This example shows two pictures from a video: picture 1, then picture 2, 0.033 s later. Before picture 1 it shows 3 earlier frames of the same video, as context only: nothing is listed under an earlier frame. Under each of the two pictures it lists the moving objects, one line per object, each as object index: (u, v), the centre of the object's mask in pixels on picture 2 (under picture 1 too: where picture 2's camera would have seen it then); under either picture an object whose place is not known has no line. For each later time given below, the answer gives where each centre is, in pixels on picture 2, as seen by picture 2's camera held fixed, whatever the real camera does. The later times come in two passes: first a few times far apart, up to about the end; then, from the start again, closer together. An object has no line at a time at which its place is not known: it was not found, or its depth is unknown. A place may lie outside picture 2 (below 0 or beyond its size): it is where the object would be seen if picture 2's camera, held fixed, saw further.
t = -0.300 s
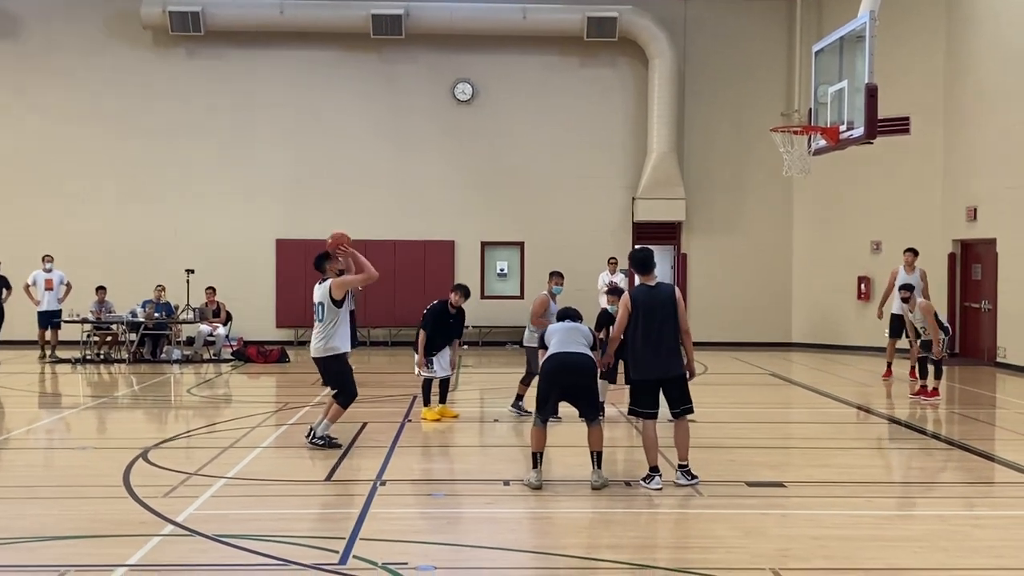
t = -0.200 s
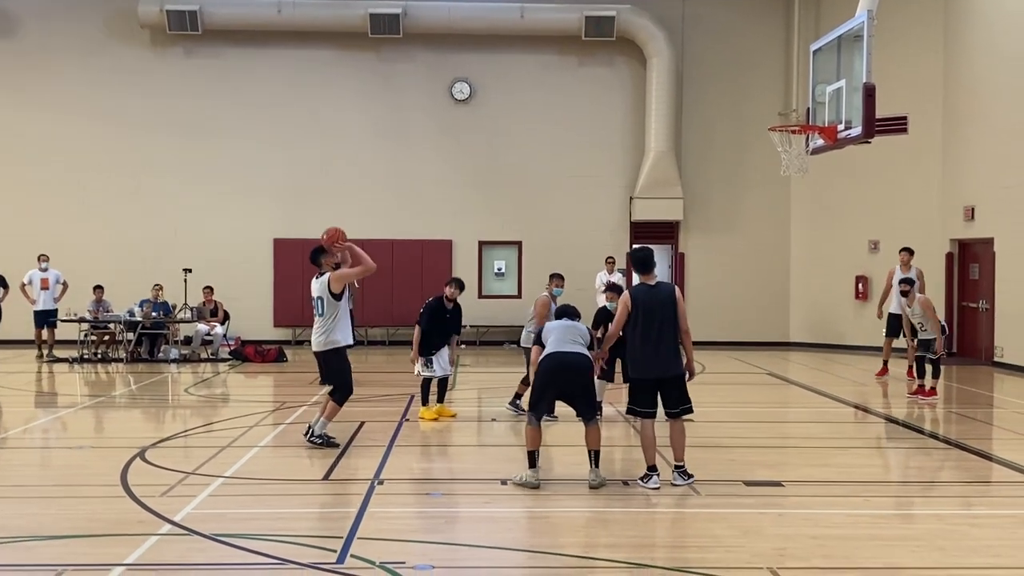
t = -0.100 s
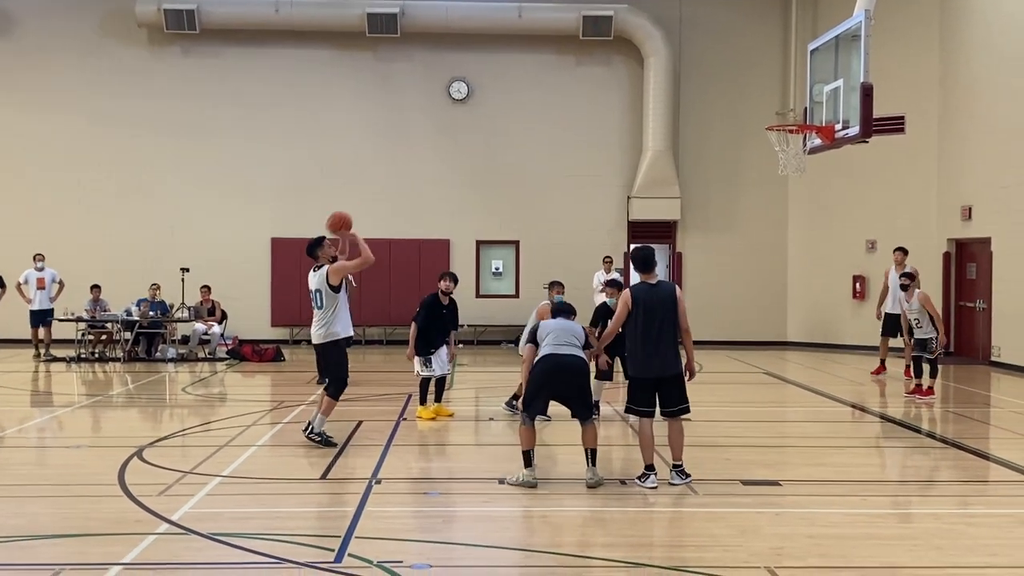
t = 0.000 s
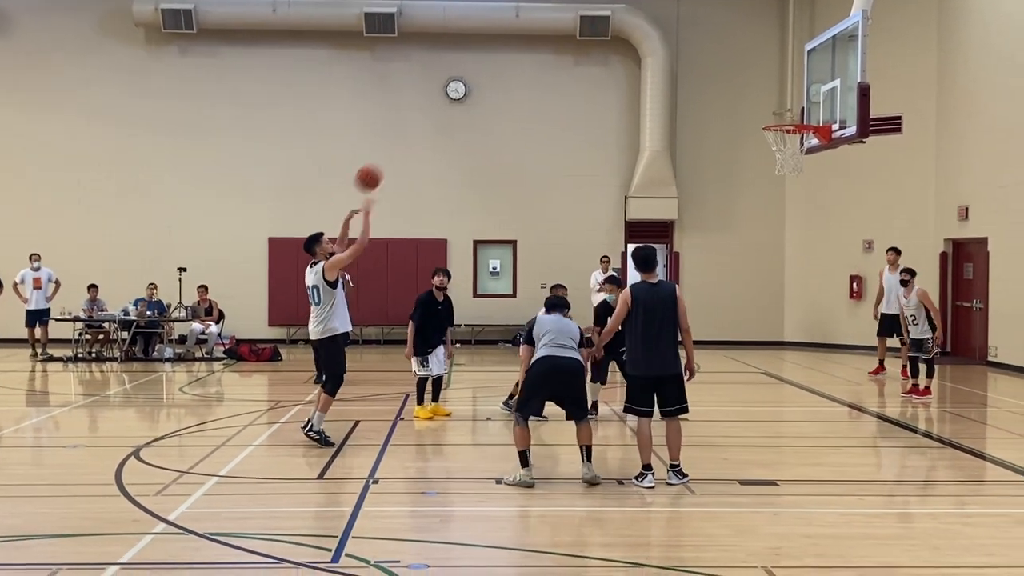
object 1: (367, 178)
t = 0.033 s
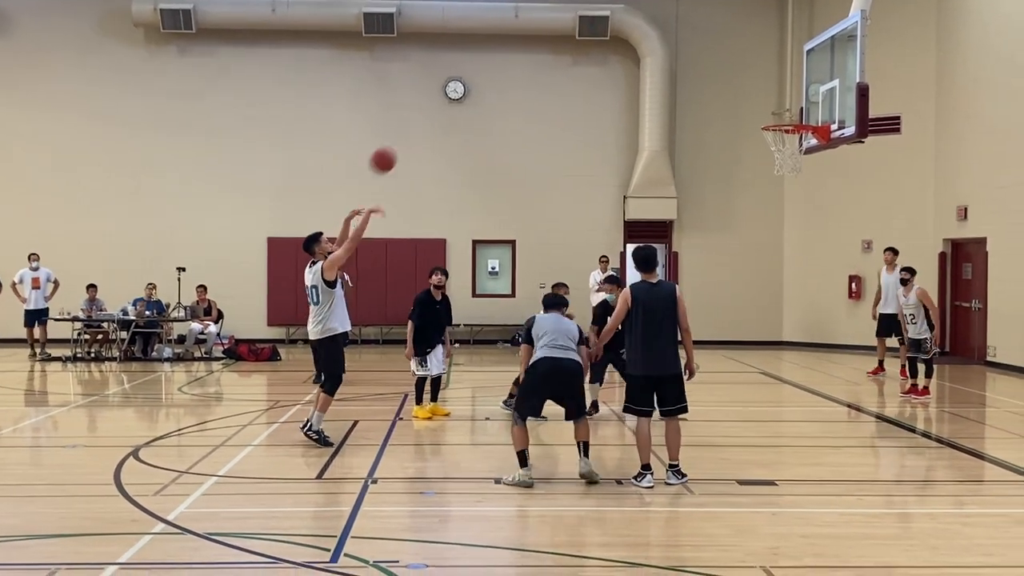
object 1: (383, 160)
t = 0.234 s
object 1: (476, 78)
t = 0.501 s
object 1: (595, 30)
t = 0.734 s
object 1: (700, 52)
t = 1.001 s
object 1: (787, 129)
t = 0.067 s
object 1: (398, 144)
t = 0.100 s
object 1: (414, 128)
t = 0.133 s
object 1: (429, 114)
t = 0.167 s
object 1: (443, 101)
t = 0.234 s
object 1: (476, 78)
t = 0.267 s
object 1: (490, 68)
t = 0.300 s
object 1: (505, 60)
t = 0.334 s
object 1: (520, 52)
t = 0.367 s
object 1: (534, 45)
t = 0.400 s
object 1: (549, 40)
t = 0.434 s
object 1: (565, 36)
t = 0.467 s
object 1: (580, 33)
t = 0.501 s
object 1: (595, 30)
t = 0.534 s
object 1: (610, 31)
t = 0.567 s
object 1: (625, 31)
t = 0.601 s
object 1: (638, 33)
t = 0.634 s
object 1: (653, 37)
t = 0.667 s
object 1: (670, 40)
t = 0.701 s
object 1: (685, 46)
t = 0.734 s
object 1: (700, 52)
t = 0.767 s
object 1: (715, 60)
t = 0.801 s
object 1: (730, 68)
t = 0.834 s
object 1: (744, 78)
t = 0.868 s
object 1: (759, 89)
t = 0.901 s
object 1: (773, 100)
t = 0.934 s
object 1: (788, 113)
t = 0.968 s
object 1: (794, 119)
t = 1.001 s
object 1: (787, 129)
